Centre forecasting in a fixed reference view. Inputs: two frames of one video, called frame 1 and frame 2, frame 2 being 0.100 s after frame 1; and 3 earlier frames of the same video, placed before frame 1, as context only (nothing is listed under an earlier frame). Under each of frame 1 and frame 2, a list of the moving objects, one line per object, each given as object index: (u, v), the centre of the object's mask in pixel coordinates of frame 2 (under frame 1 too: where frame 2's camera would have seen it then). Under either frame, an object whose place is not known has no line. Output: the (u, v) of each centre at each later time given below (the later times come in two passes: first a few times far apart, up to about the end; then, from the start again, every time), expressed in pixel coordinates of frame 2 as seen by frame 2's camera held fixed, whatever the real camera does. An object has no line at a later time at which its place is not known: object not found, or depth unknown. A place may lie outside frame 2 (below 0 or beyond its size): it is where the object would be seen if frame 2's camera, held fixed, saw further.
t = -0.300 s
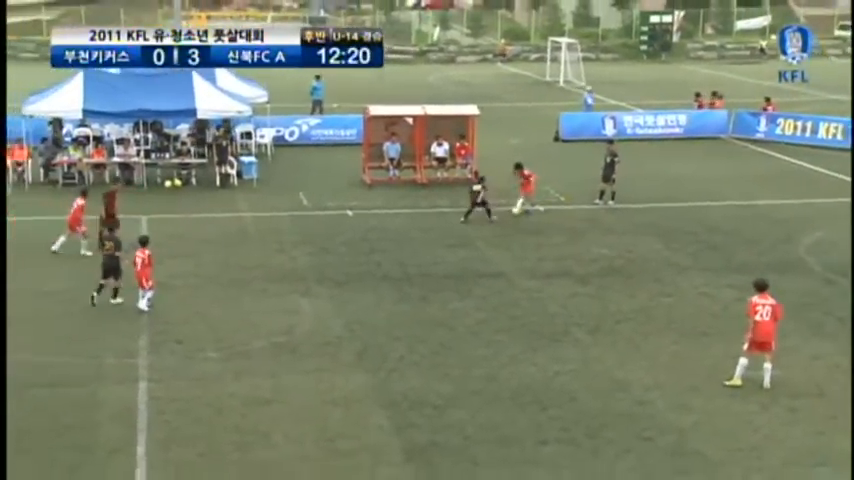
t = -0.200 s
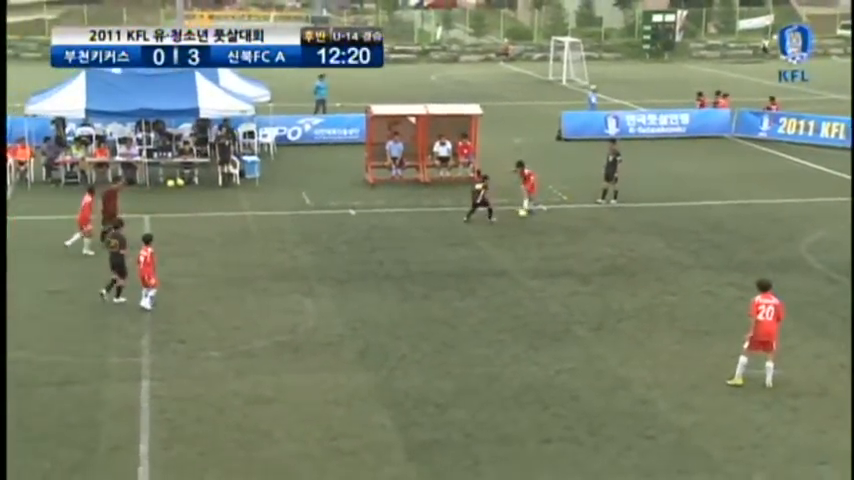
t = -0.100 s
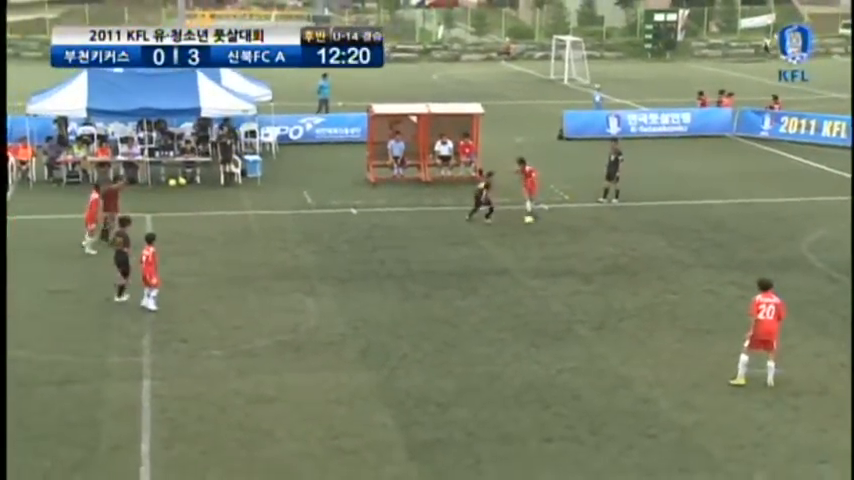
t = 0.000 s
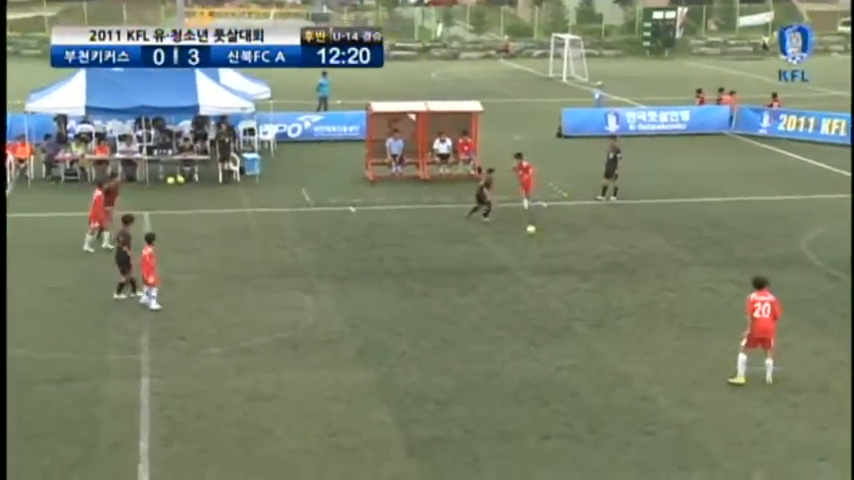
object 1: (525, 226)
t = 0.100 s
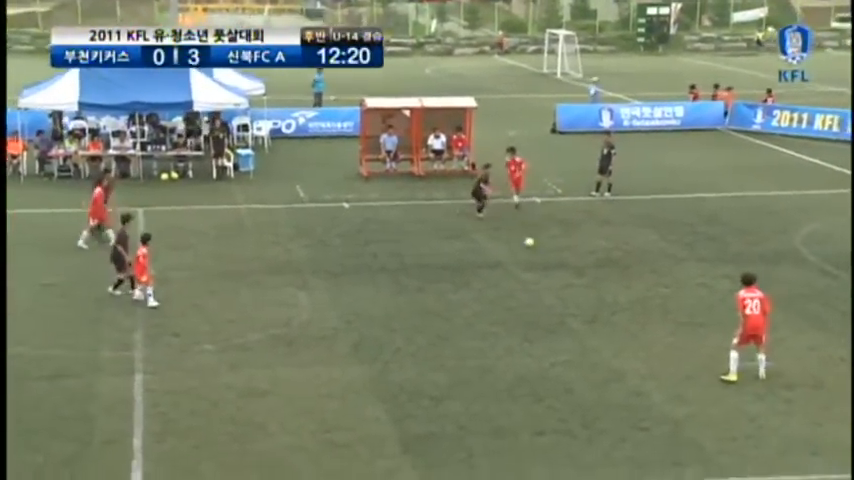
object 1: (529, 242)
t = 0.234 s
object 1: (535, 249)
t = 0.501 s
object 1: (546, 271)
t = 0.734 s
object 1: (556, 290)
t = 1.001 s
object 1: (567, 313)
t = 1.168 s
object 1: (574, 325)
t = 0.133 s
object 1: (531, 244)
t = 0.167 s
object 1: (533, 244)
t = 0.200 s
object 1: (534, 247)
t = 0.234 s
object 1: (535, 249)
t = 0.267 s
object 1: (536, 251)
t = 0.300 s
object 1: (538, 254)
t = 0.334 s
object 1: (539, 257)
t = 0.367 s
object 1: (541, 262)
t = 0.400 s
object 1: (543, 267)
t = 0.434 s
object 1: (544, 269)
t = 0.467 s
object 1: (545, 270)
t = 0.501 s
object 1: (546, 271)
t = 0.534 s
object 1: (548, 274)
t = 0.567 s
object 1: (549, 277)
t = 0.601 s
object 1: (551, 280)
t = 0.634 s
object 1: (553, 285)
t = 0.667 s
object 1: (554, 287)
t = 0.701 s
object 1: (555, 288)
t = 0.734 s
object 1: (556, 290)
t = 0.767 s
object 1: (558, 293)
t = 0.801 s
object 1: (559, 296)
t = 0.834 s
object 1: (560, 299)
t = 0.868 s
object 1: (561, 302)
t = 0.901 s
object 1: (562, 304)
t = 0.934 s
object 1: (564, 307)
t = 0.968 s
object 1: (565, 309)
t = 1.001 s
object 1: (567, 313)
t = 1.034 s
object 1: (569, 314)
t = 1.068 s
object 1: (570, 317)
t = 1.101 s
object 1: (571, 320)
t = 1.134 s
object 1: (572, 323)
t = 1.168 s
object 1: (574, 325)
